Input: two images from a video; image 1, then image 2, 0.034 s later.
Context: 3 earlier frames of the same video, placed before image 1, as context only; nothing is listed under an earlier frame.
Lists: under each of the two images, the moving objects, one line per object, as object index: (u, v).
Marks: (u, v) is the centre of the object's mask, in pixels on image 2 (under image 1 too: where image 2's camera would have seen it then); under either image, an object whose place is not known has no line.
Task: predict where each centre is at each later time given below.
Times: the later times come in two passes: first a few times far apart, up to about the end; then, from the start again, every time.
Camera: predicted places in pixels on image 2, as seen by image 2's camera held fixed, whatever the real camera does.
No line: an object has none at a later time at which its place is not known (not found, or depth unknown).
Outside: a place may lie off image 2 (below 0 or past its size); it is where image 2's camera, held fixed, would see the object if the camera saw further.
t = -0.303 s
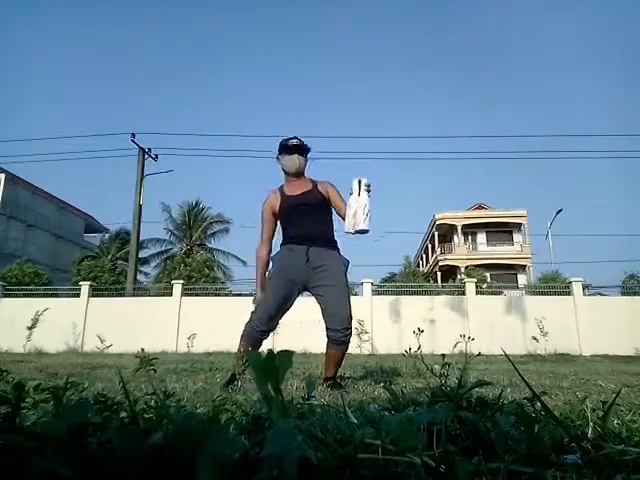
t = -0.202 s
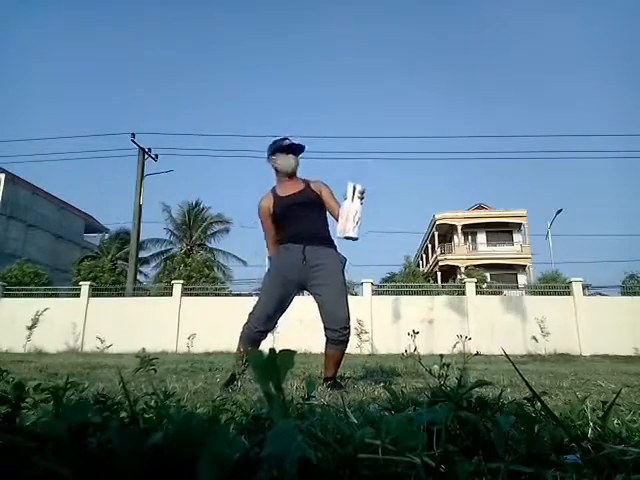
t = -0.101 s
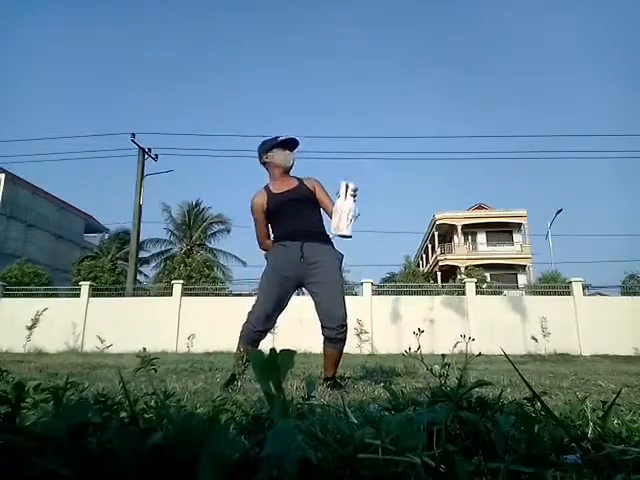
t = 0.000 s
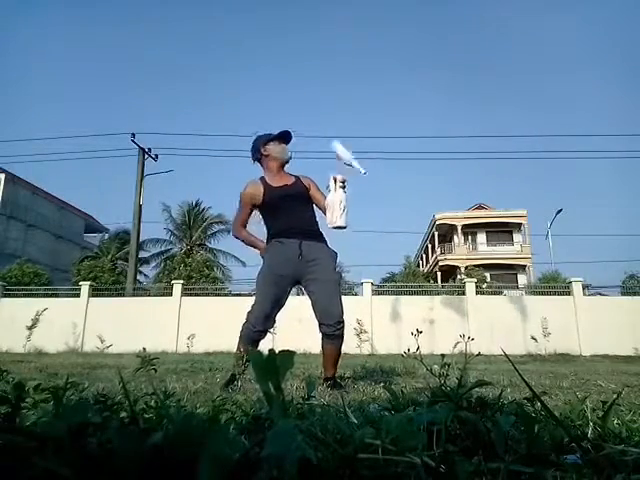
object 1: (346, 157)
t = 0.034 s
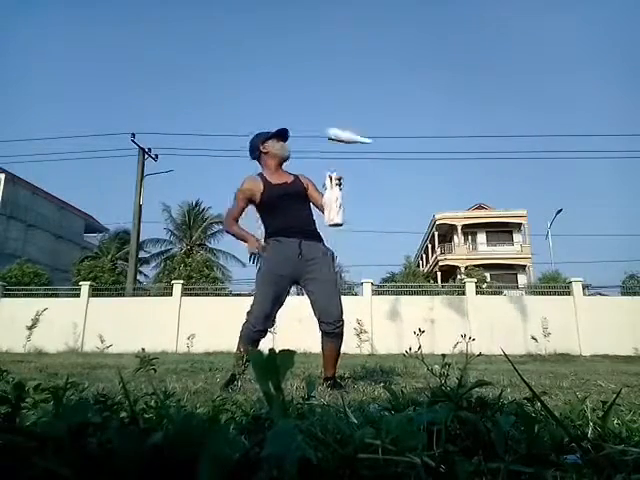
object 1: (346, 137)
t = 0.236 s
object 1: (340, 55)
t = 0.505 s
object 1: (344, 36)
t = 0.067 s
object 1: (347, 118)
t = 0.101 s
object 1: (345, 101)
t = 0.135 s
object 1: (343, 88)
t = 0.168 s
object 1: (342, 75)
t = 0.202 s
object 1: (341, 64)
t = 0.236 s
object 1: (340, 55)
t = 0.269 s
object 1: (339, 49)
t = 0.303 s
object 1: (340, 44)
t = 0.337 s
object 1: (340, 40)
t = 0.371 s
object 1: (342, 37)
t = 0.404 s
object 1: (344, 34)
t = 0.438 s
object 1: (344, 34)
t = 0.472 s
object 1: (345, 34)
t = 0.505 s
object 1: (344, 36)
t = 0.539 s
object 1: (343, 41)
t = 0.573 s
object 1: (343, 48)
